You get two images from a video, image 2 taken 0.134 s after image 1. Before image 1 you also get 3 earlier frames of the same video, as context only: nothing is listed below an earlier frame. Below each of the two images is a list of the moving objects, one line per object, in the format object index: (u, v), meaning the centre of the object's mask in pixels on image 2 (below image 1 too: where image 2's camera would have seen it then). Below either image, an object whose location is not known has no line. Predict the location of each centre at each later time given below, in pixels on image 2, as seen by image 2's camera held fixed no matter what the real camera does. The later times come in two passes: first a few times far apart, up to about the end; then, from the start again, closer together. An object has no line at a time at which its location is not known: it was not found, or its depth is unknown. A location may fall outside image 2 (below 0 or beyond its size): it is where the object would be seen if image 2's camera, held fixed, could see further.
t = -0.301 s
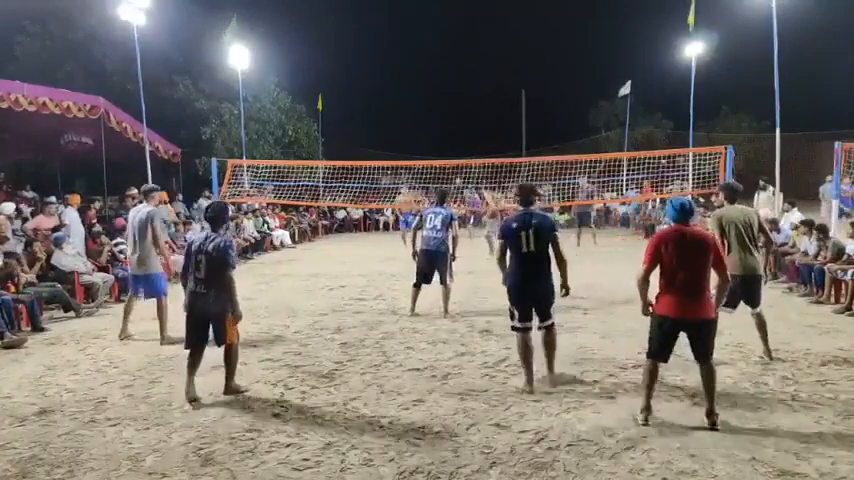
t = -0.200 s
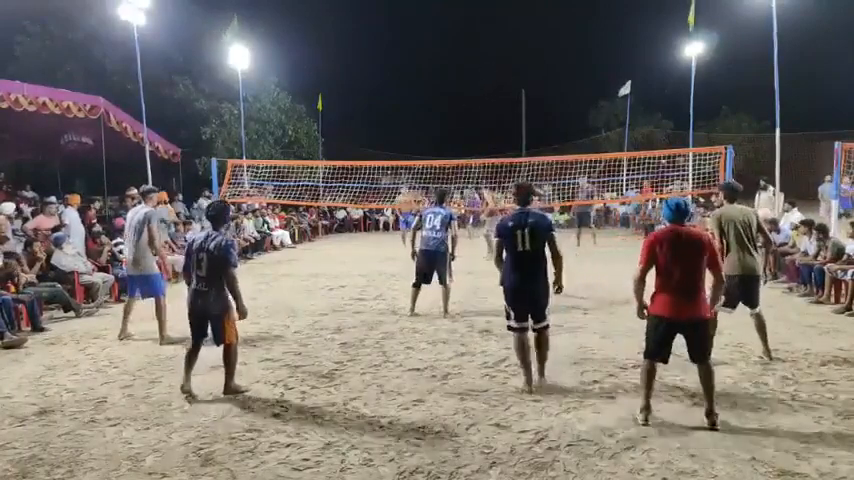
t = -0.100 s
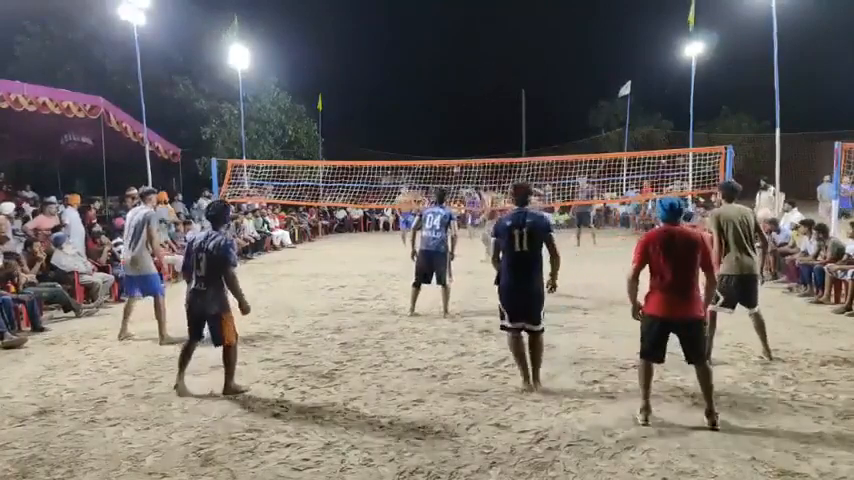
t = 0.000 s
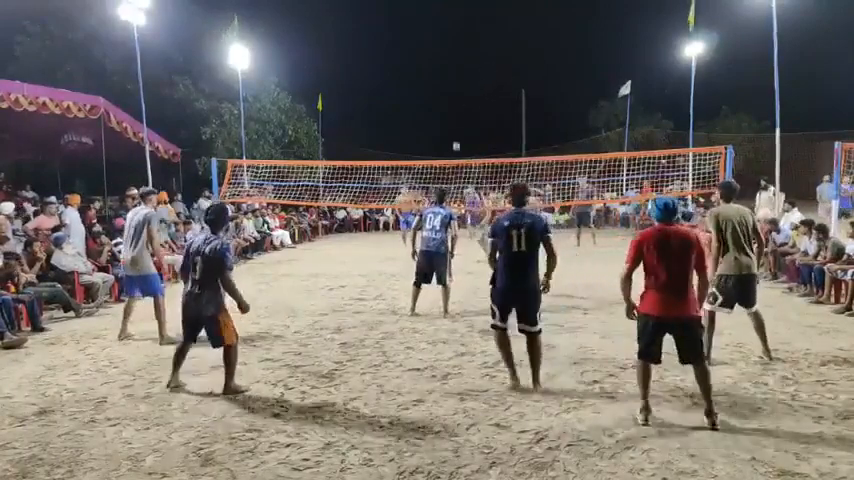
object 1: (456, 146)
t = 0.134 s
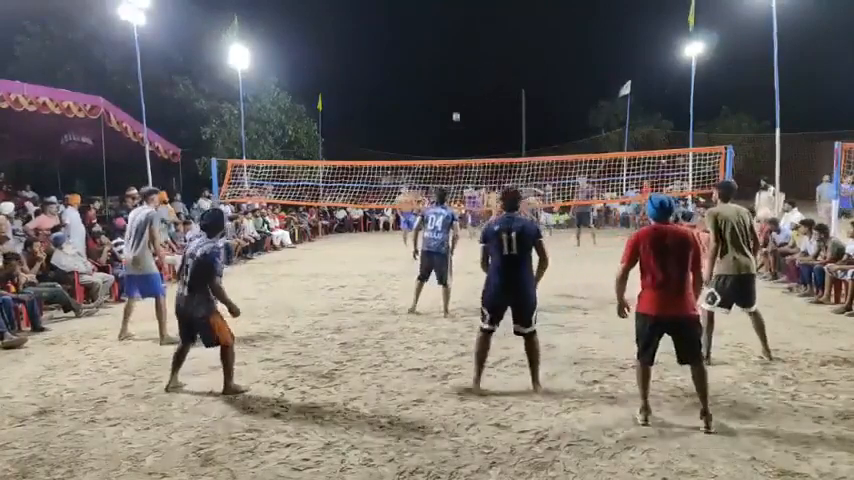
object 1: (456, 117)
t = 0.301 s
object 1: (456, 85)
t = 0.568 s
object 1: (456, 50)
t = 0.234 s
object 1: (456, 97)
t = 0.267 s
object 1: (456, 91)
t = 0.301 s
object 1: (456, 85)
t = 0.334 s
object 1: (456, 79)
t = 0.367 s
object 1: (456, 74)
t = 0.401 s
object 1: (456, 69)
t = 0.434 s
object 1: (456, 64)
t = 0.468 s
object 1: (456, 60)
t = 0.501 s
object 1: (456, 56)
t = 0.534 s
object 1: (456, 53)
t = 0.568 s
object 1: (456, 50)
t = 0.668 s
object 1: (456, 45)
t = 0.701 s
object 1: (456, 44)
